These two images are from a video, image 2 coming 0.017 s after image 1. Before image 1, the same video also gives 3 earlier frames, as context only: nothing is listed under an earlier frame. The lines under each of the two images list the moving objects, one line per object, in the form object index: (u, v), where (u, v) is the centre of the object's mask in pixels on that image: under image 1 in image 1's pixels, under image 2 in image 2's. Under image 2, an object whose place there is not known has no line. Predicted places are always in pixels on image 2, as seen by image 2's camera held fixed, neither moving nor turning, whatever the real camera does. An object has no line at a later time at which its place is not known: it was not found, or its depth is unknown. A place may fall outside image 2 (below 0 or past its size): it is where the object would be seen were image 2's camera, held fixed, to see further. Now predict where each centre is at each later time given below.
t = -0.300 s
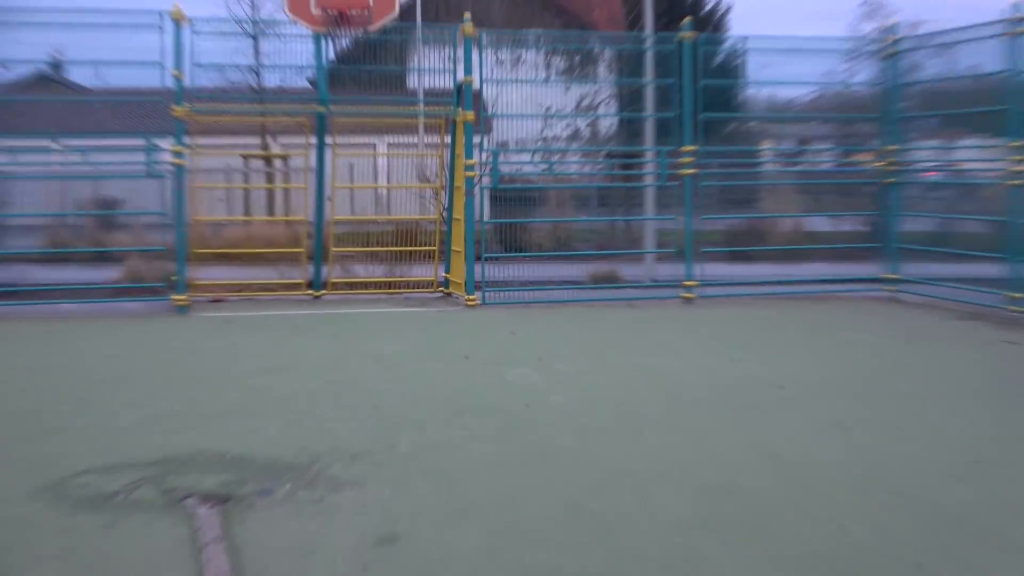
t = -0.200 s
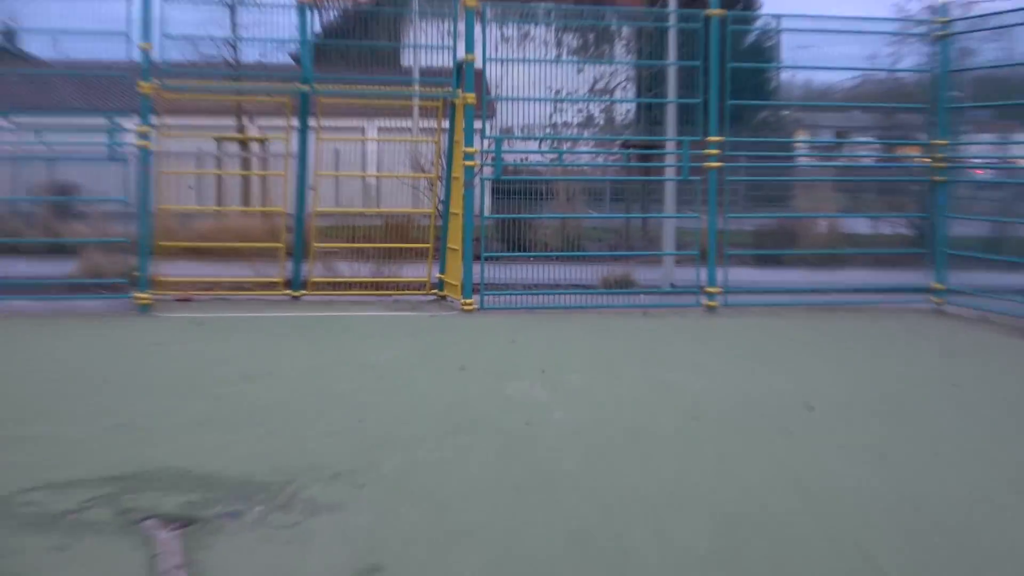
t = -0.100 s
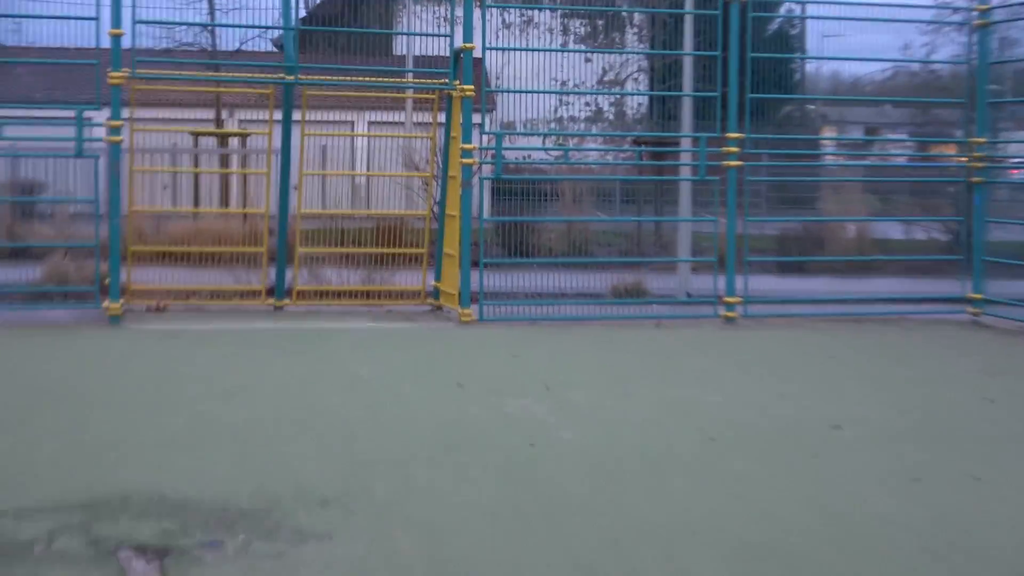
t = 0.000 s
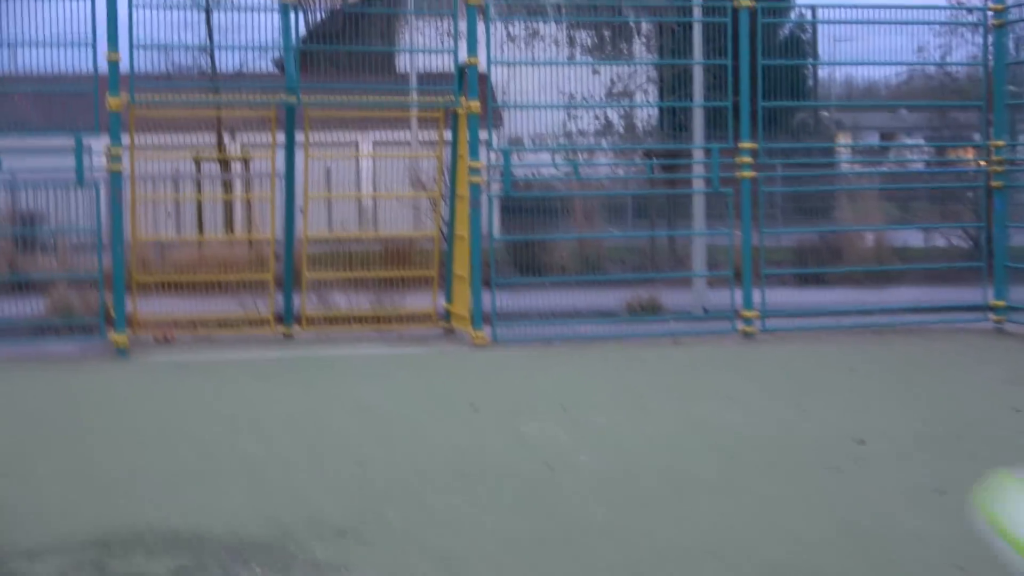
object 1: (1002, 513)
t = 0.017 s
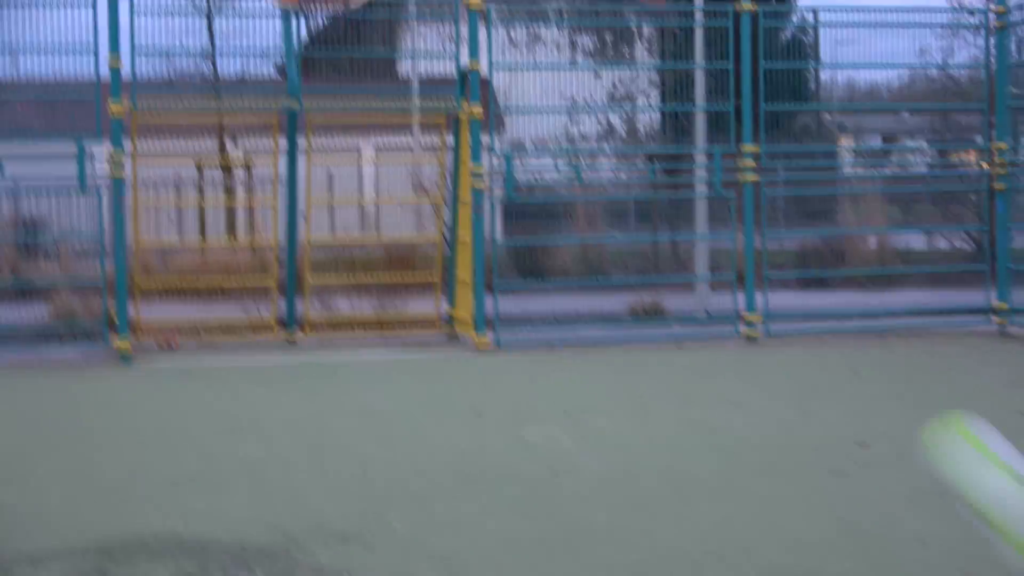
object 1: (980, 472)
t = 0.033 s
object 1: (950, 438)
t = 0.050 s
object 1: (907, 393)
